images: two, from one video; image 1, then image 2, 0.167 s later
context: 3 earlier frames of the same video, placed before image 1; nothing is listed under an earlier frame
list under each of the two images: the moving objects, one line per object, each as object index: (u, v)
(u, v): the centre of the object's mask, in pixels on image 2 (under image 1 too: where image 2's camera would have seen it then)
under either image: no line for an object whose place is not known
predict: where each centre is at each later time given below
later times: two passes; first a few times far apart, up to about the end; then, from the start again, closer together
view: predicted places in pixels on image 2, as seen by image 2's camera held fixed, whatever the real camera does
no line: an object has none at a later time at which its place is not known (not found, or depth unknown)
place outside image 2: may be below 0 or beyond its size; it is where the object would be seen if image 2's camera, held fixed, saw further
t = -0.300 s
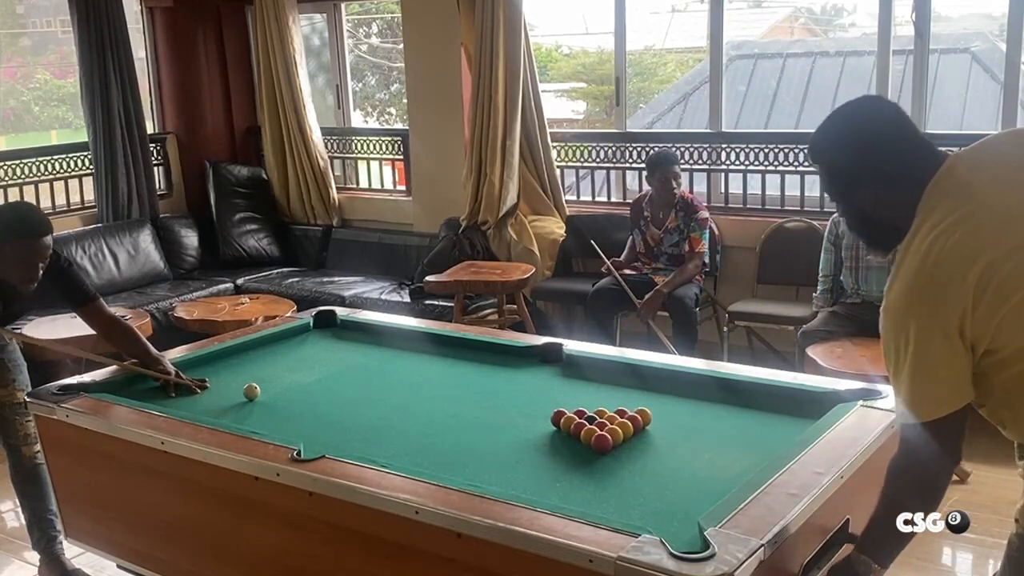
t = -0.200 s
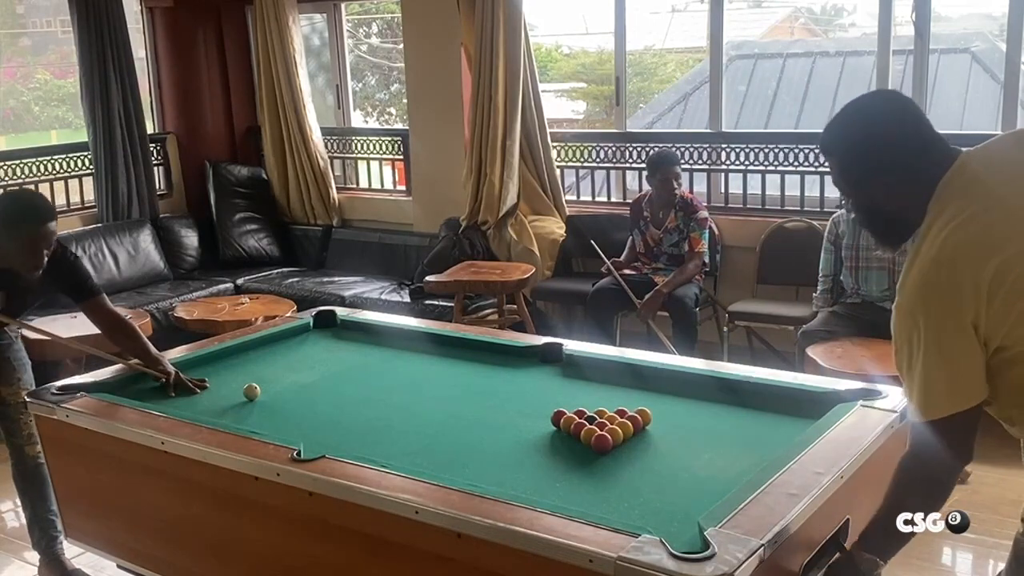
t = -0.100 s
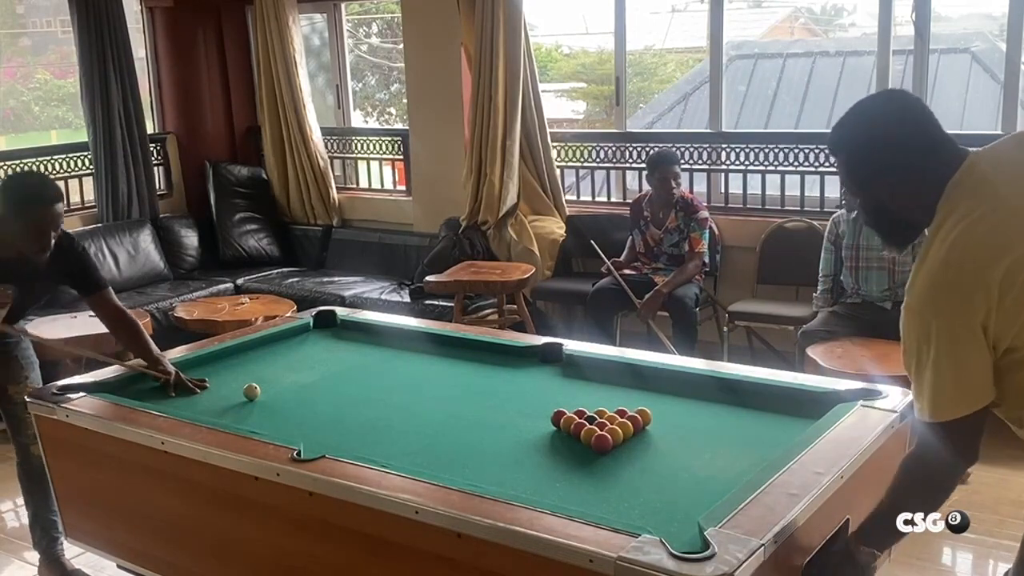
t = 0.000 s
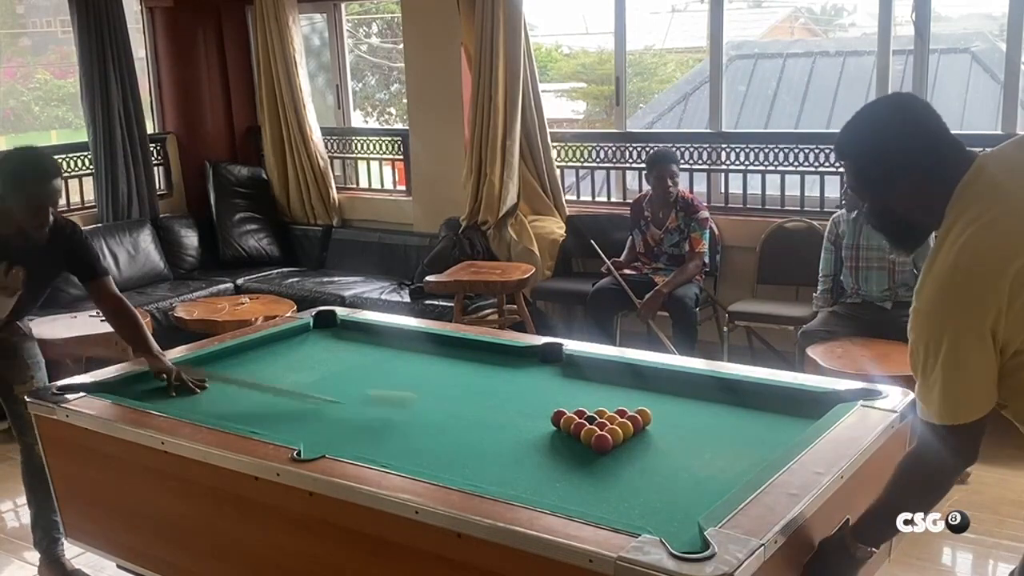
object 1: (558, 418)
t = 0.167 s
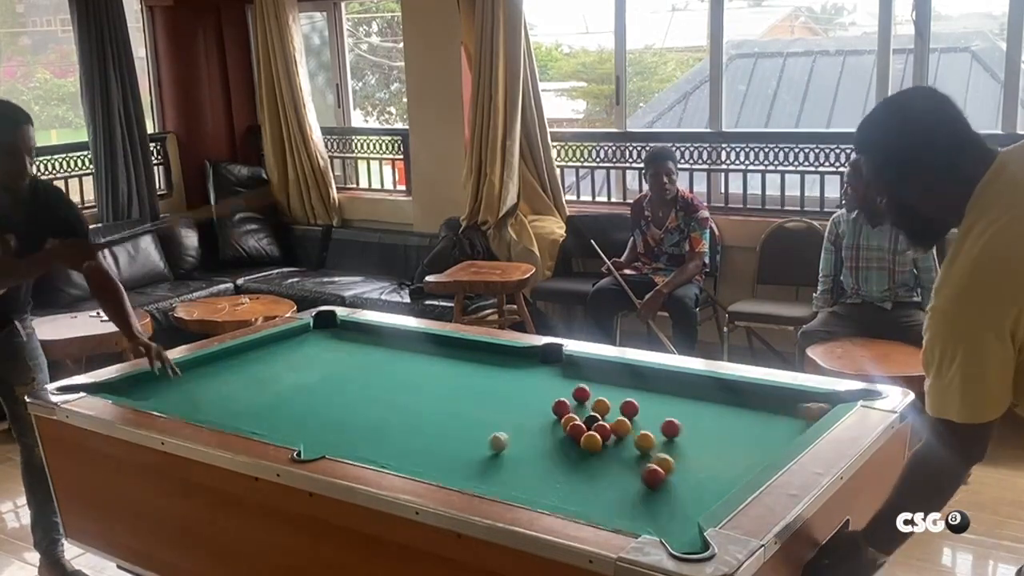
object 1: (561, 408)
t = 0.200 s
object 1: (561, 406)
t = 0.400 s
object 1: (564, 391)
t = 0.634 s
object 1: (566, 376)
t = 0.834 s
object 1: (567, 364)
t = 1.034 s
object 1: (551, 359)
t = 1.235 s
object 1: (532, 363)
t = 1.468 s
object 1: (507, 370)
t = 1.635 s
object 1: (490, 373)
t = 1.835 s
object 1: (472, 375)
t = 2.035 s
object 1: (455, 378)
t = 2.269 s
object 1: (437, 381)
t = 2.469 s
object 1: (423, 383)
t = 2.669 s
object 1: (411, 385)
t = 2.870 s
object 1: (400, 387)
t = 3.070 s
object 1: (391, 389)
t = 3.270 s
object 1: (384, 390)
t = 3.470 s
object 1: (378, 391)
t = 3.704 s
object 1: (374, 391)
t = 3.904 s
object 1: (372, 391)
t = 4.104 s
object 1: (372, 391)
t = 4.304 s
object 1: (372, 391)
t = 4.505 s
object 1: (372, 391)
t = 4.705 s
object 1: (372, 391)
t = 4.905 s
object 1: (372, 391)
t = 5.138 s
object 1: (373, 391)
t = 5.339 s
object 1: (374, 392)
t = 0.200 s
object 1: (561, 406)
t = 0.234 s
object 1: (562, 403)
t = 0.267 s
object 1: (563, 401)
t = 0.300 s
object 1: (563, 398)
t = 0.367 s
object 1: (563, 393)
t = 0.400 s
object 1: (564, 391)
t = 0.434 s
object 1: (564, 388)
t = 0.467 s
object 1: (564, 386)
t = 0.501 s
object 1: (565, 384)
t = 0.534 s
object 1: (565, 382)
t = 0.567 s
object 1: (563, 376)
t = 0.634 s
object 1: (566, 376)
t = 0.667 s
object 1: (566, 374)
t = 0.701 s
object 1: (566, 372)
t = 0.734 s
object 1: (566, 370)
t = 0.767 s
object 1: (567, 368)
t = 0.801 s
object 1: (567, 366)
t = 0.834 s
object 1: (567, 364)
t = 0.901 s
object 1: (566, 360)
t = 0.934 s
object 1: (563, 359)
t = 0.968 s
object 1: (559, 360)
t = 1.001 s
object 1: (555, 359)
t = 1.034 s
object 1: (551, 359)
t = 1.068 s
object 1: (548, 359)
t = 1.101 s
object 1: (545, 360)
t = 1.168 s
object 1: (538, 361)
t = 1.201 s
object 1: (536, 362)
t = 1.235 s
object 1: (532, 363)
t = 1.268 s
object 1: (529, 364)
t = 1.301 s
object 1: (526, 365)
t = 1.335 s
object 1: (522, 367)
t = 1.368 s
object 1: (518, 368)
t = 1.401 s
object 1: (514, 368)
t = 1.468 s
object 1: (507, 370)
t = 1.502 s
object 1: (503, 370)
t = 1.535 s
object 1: (500, 371)
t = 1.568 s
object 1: (496, 372)
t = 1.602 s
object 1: (493, 372)
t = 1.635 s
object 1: (490, 373)
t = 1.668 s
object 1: (487, 373)
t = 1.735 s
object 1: (481, 374)
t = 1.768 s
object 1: (478, 374)
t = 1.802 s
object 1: (475, 375)
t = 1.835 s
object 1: (472, 375)
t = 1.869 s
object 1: (469, 376)
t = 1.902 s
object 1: (466, 376)
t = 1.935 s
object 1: (463, 377)
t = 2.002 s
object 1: (457, 378)
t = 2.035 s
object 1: (455, 378)
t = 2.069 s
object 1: (452, 379)
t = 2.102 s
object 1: (449, 379)
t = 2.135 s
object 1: (447, 380)
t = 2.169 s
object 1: (444, 380)
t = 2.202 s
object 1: (442, 380)
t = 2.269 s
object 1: (437, 381)
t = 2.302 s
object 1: (434, 381)
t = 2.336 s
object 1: (432, 382)
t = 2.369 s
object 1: (429, 382)
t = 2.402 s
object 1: (427, 382)
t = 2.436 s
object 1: (425, 382)
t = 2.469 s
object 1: (423, 383)
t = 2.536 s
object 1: (419, 384)
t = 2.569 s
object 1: (417, 384)
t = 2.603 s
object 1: (415, 385)
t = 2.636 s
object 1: (413, 385)
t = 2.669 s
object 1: (411, 385)
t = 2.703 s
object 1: (409, 386)
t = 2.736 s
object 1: (407, 386)
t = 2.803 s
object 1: (403, 387)
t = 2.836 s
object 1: (402, 387)
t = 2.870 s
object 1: (400, 387)
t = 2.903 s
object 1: (398, 387)
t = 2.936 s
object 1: (397, 388)
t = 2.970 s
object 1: (395, 388)
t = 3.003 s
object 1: (394, 388)
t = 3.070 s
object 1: (391, 389)
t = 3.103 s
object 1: (390, 389)
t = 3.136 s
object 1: (388, 389)
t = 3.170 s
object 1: (387, 389)
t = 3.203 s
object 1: (386, 389)
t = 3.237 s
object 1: (385, 390)
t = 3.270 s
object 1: (384, 390)
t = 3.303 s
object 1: (383, 390)
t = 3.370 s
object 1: (381, 390)
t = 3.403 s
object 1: (380, 390)
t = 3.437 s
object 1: (379, 390)
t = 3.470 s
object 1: (378, 391)
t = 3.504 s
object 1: (377, 391)
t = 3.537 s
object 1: (377, 391)
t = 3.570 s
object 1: (376, 391)
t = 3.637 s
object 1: (375, 391)
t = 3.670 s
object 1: (374, 391)
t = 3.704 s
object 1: (374, 391)
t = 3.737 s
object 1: (374, 391)
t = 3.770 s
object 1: (373, 391)
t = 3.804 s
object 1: (373, 391)
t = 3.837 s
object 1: (373, 391)
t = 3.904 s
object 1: (372, 391)
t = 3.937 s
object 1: (372, 391)
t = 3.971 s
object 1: (372, 391)
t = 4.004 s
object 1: (372, 391)
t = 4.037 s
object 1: (372, 391)
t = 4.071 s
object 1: (372, 391)
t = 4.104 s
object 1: (372, 391)
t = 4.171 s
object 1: (372, 391)
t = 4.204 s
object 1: (372, 391)
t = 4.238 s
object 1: (372, 391)
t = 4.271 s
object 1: (372, 391)
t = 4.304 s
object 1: (372, 391)
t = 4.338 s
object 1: (372, 391)
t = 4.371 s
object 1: (372, 391)
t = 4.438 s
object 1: (372, 391)
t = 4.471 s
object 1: (372, 391)
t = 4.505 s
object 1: (372, 391)
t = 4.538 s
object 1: (372, 391)
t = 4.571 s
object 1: (372, 391)
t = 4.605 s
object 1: (372, 391)
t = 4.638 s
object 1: (372, 391)
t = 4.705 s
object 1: (372, 391)
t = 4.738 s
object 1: (372, 391)
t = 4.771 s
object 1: (372, 391)
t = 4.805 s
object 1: (372, 391)
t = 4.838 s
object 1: (372, 391)
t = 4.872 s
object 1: (372, 391)
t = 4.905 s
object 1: (372, 391)
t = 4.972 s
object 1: (372, 391)
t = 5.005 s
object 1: (372, 391)
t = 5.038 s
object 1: (372, 391)
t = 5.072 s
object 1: (372, 391)
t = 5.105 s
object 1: (373, 391)
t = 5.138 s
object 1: (373, 391)
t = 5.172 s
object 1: (373, 391)
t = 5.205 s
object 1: (373, 391)
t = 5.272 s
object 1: (373, 391)
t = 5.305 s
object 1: (374, 391)
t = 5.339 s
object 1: (374, 392)
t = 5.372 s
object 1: (374, 392)
